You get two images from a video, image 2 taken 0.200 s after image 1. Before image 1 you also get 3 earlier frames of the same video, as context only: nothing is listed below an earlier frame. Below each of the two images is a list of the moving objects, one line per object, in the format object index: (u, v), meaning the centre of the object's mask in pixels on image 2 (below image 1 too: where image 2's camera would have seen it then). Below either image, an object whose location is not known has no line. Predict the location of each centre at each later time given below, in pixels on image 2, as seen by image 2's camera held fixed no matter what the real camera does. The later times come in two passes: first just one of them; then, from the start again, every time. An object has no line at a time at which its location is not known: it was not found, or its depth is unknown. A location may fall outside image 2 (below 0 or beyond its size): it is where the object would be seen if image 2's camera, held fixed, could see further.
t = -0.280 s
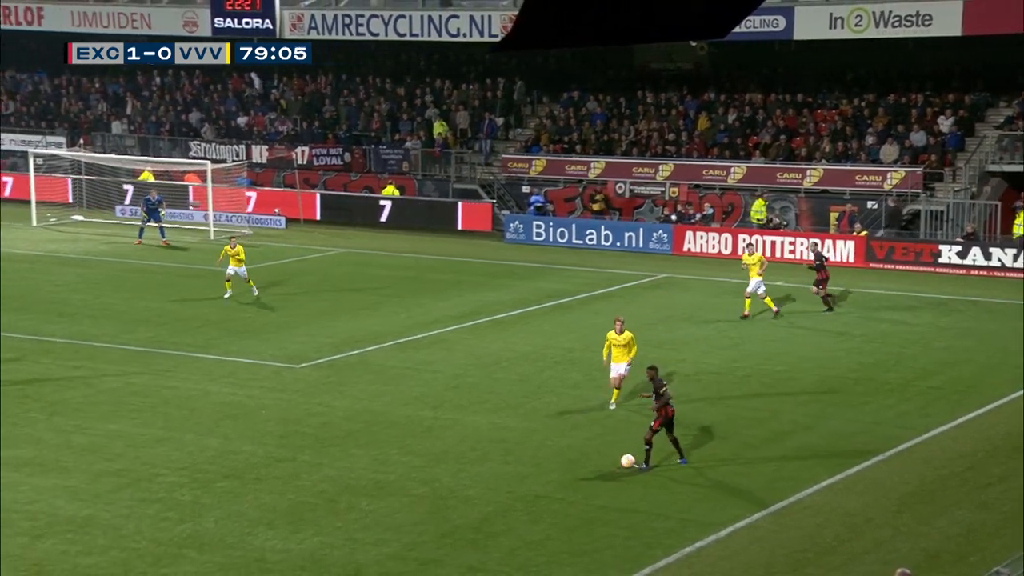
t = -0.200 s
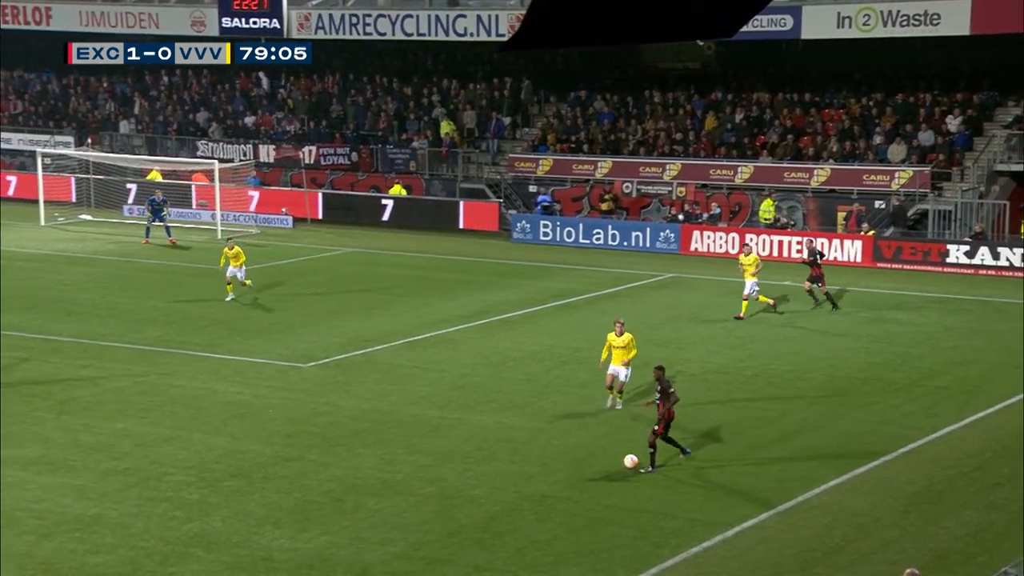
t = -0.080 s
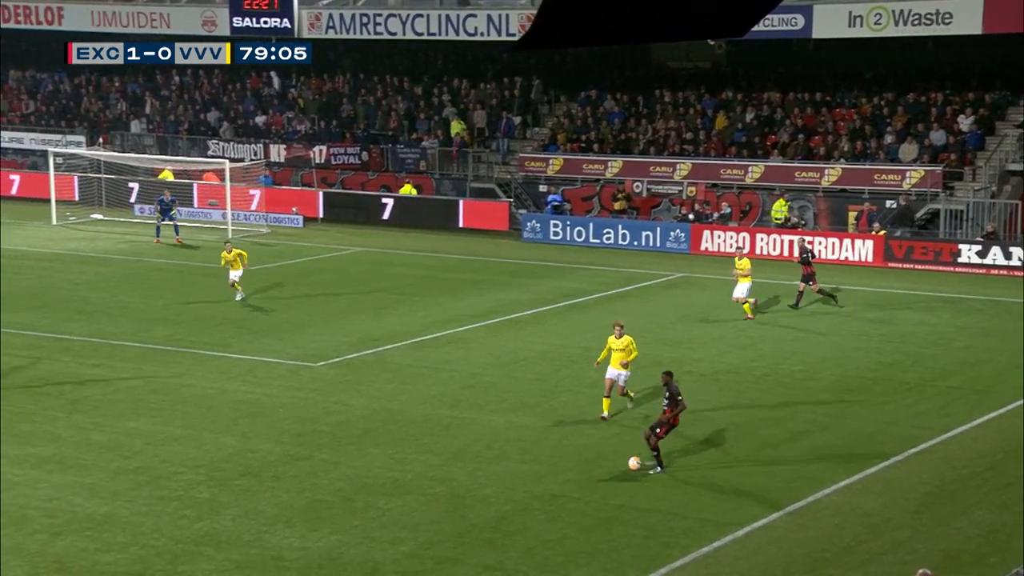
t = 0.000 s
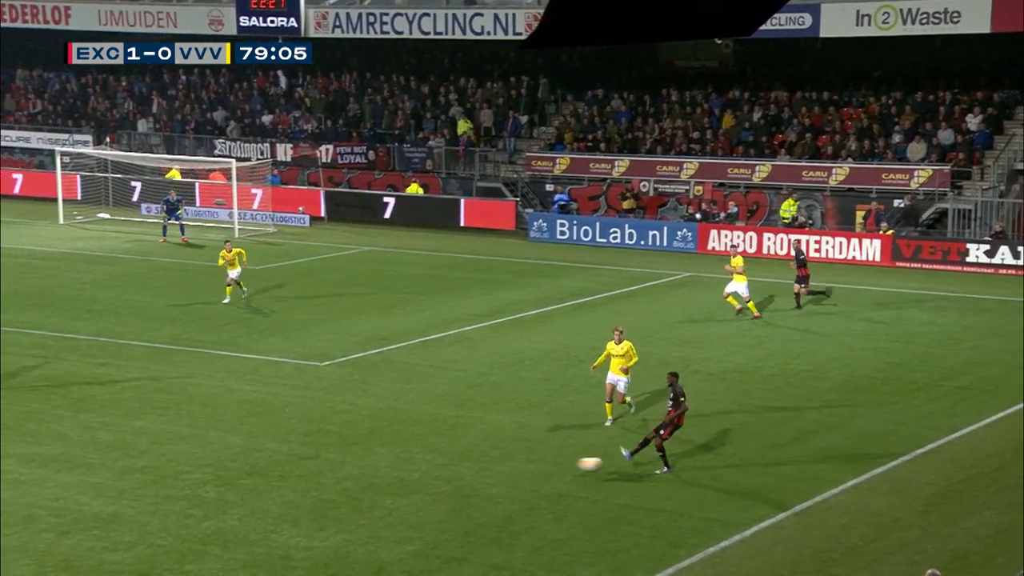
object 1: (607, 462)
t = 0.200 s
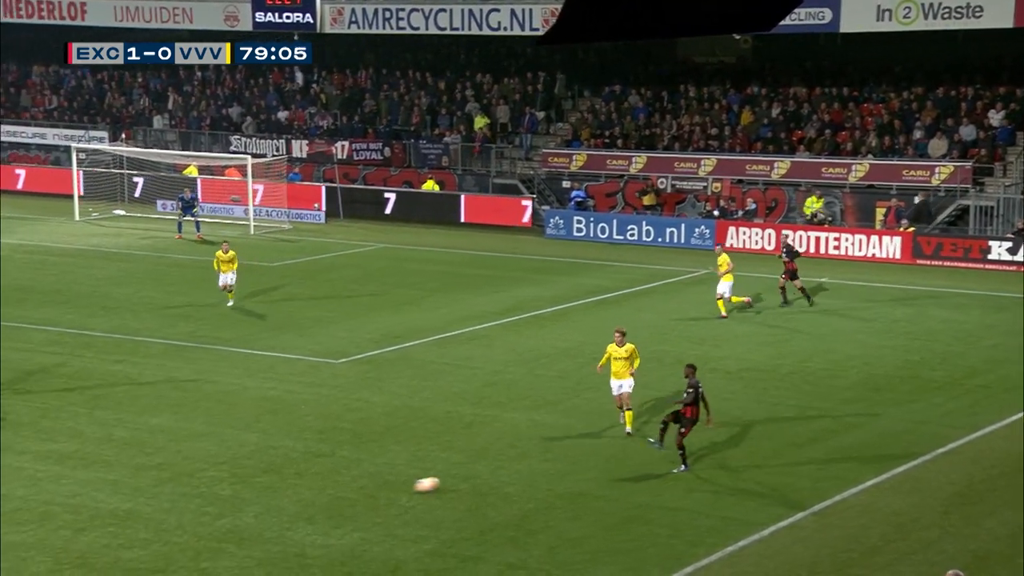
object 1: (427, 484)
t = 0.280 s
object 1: (358, 490)
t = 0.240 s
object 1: (392, 489)
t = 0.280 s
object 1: (358, 490)
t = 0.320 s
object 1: (324, 493)
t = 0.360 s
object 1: (289, 496)
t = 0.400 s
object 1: (254, 502)
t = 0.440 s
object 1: (219, 510)
